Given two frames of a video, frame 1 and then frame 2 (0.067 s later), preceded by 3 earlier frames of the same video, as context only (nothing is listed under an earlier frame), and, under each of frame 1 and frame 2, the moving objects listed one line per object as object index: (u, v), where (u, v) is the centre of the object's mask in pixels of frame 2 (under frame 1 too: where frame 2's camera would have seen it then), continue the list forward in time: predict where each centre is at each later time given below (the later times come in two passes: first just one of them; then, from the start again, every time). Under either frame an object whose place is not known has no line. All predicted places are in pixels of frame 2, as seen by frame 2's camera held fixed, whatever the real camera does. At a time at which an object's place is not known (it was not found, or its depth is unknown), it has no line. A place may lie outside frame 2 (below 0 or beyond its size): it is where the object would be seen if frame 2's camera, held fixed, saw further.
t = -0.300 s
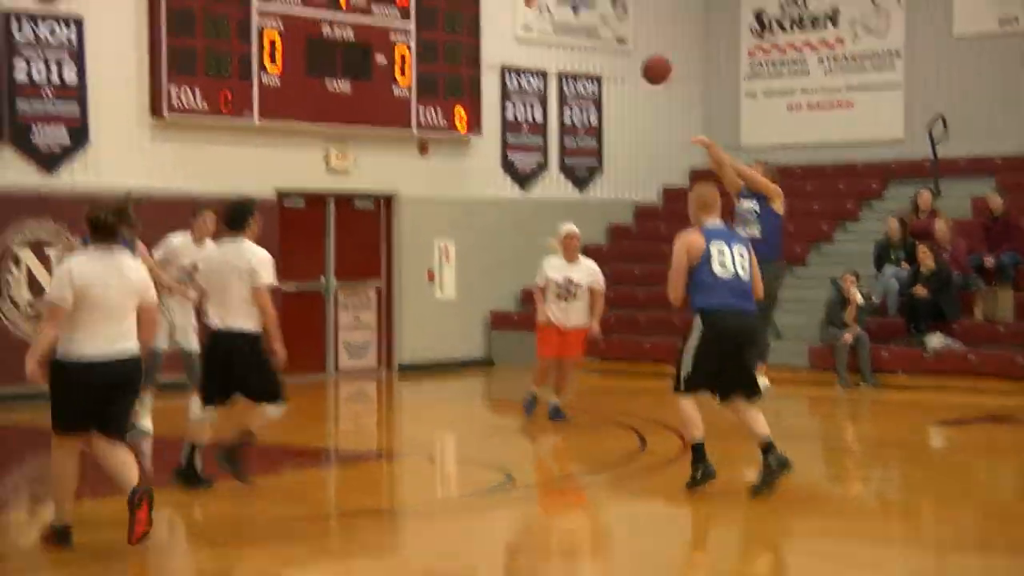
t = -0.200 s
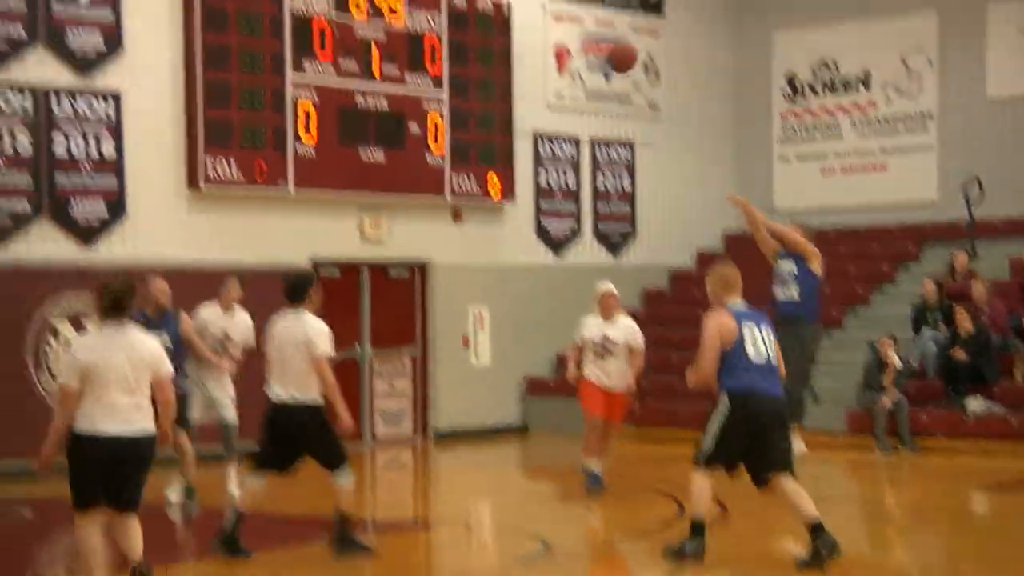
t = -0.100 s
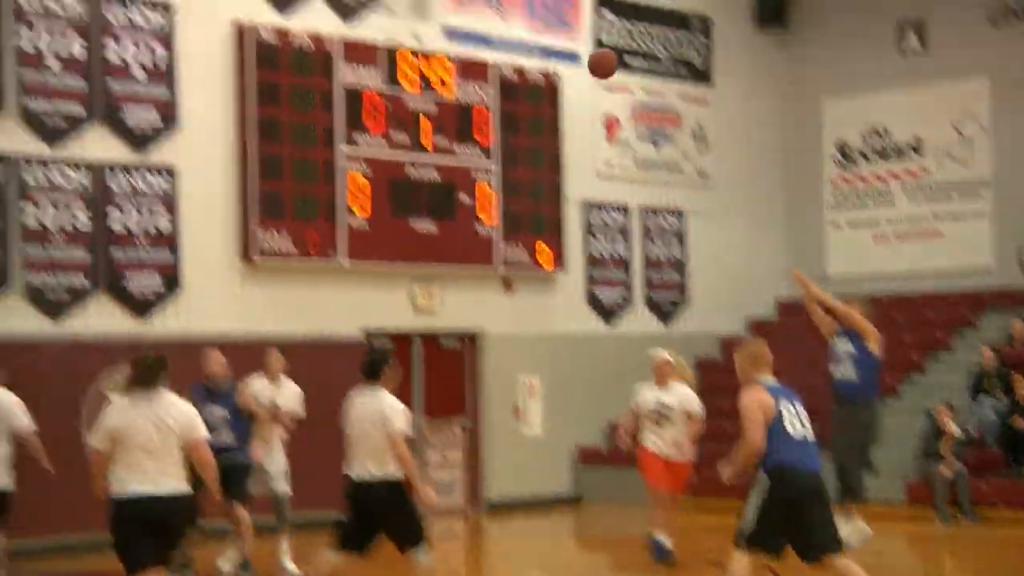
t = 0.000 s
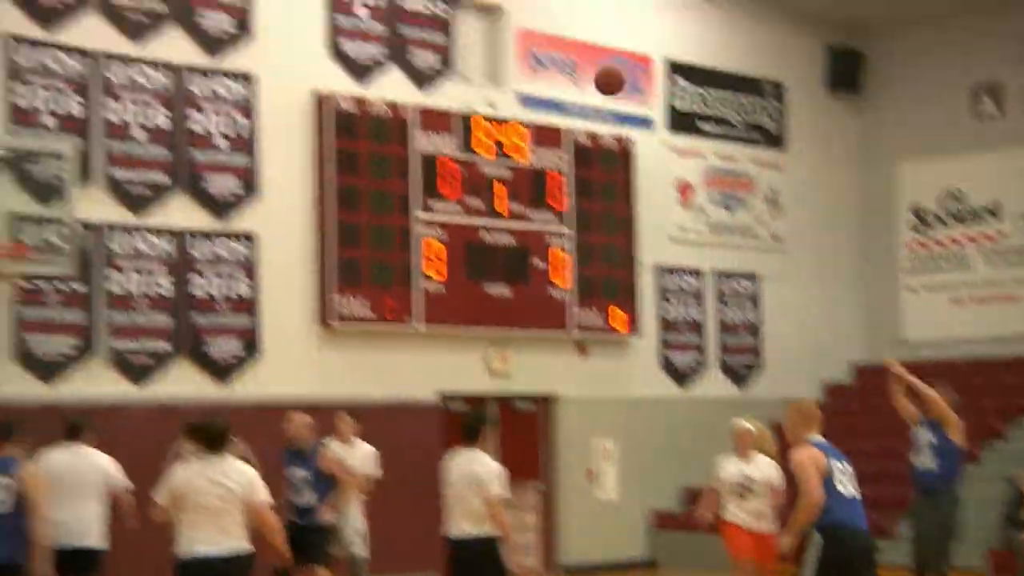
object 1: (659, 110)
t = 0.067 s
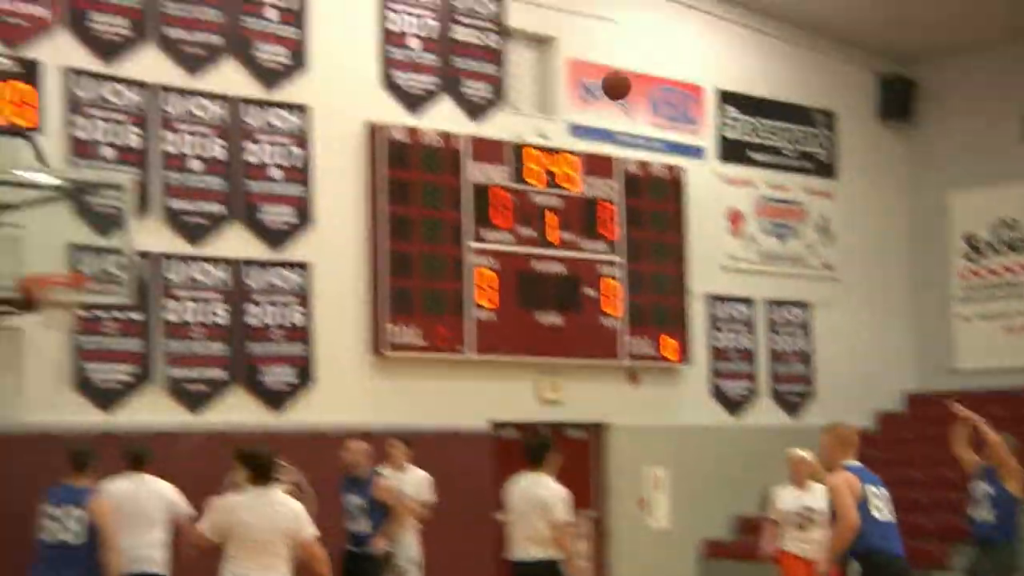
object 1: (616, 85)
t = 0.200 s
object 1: (532, 51)
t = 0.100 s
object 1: (595, 74)
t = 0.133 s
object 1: (573, 65)
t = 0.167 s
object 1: (553, 57)
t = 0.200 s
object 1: (532, 51)
